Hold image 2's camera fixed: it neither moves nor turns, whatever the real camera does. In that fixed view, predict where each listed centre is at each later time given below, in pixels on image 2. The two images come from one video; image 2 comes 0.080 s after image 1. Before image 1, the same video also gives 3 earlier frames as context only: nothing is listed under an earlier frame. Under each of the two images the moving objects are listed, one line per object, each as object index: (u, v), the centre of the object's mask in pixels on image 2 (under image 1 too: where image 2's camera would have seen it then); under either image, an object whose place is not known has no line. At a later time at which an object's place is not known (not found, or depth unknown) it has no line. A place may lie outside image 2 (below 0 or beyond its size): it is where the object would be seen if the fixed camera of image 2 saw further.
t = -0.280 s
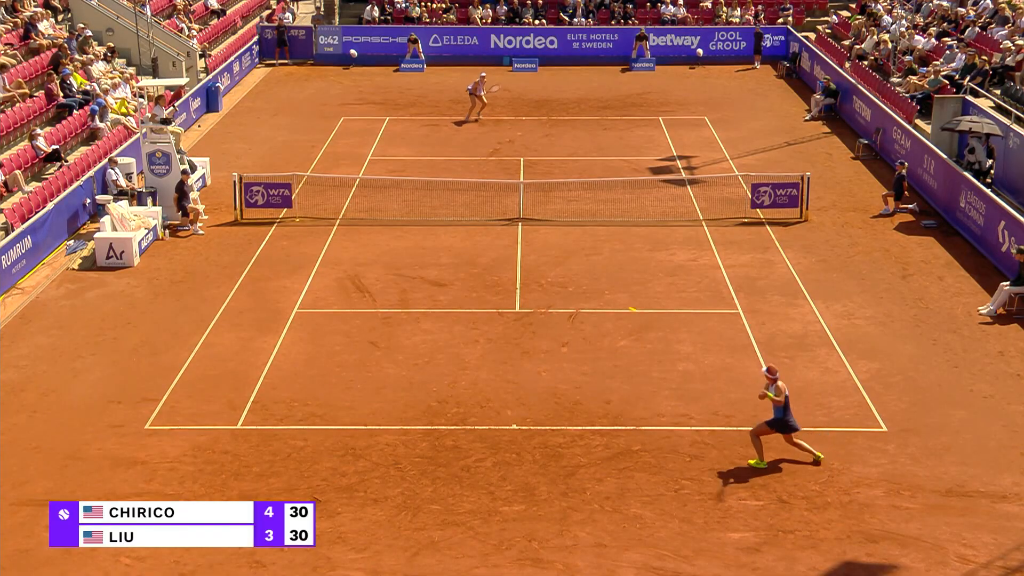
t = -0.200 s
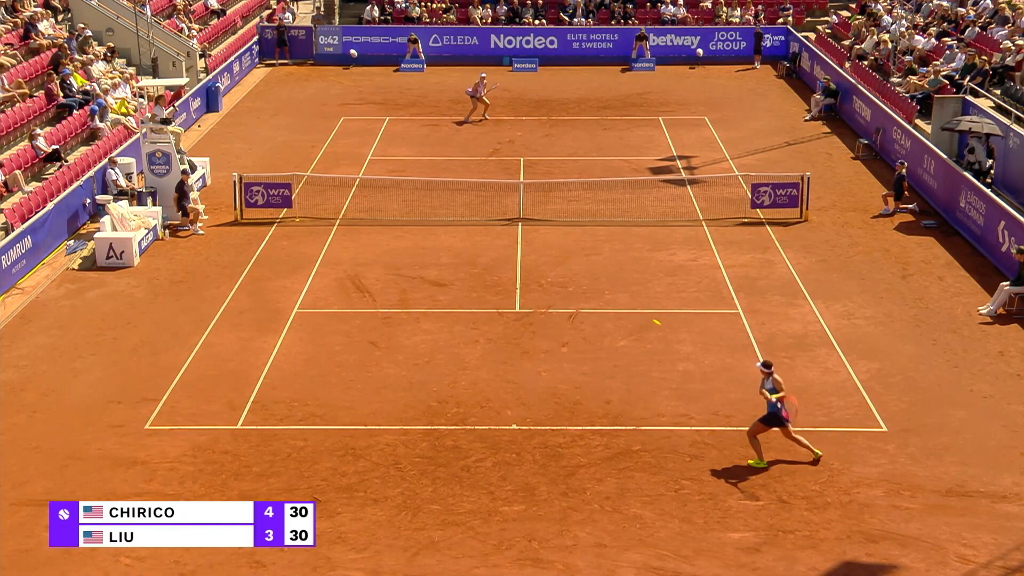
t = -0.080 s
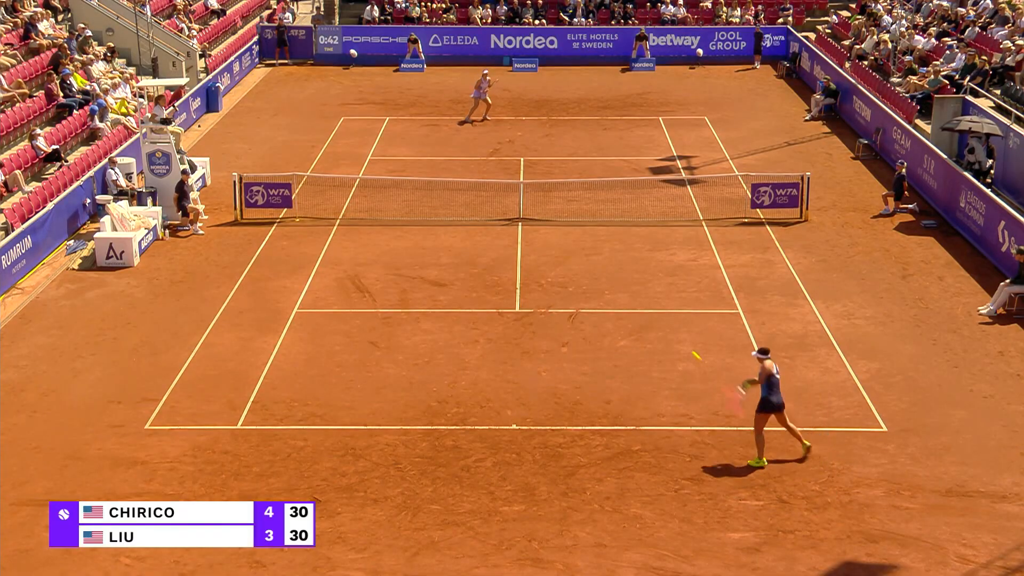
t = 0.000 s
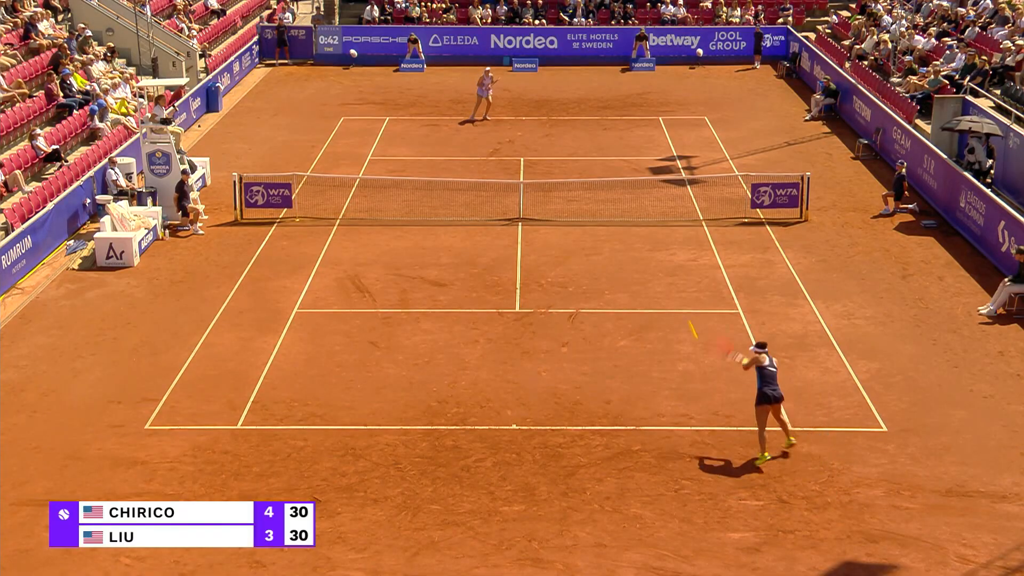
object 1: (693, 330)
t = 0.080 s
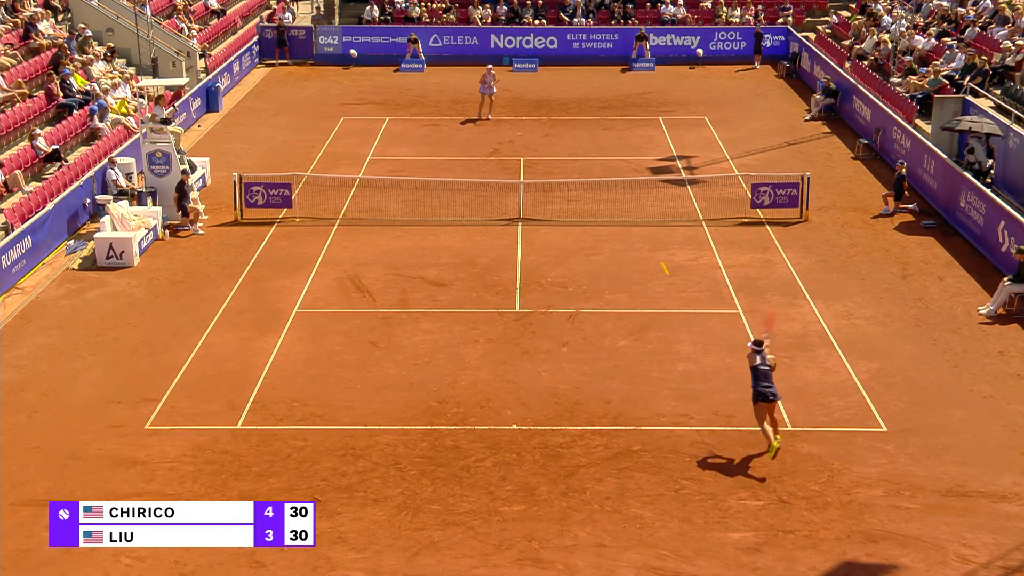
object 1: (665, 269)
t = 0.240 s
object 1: (623, 190)
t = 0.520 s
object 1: (579, 131)
